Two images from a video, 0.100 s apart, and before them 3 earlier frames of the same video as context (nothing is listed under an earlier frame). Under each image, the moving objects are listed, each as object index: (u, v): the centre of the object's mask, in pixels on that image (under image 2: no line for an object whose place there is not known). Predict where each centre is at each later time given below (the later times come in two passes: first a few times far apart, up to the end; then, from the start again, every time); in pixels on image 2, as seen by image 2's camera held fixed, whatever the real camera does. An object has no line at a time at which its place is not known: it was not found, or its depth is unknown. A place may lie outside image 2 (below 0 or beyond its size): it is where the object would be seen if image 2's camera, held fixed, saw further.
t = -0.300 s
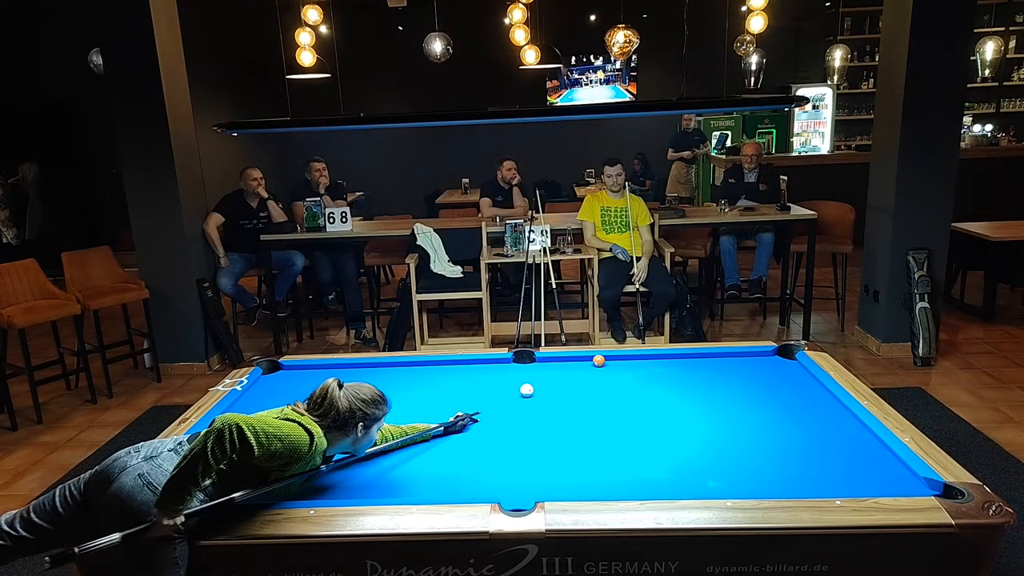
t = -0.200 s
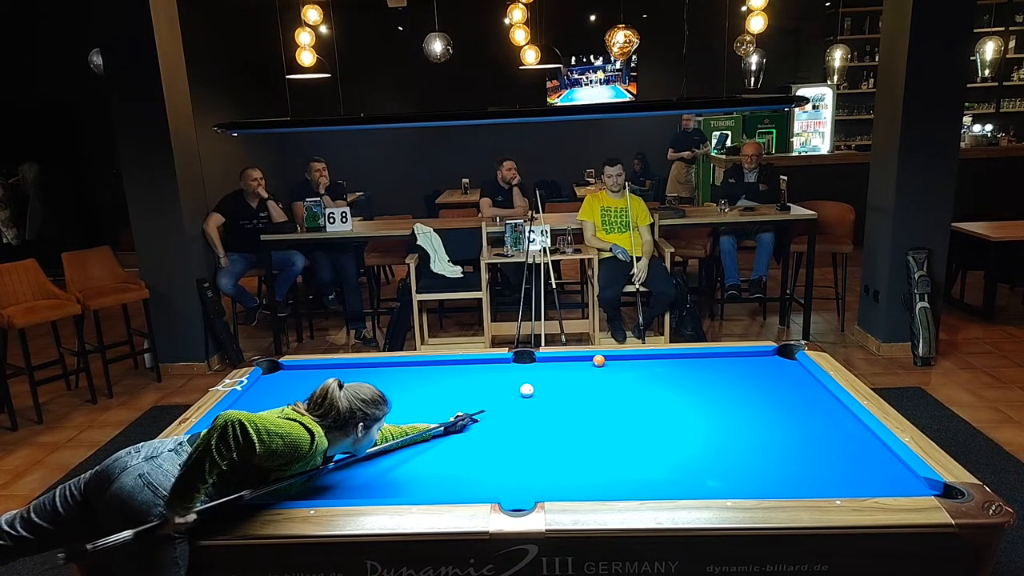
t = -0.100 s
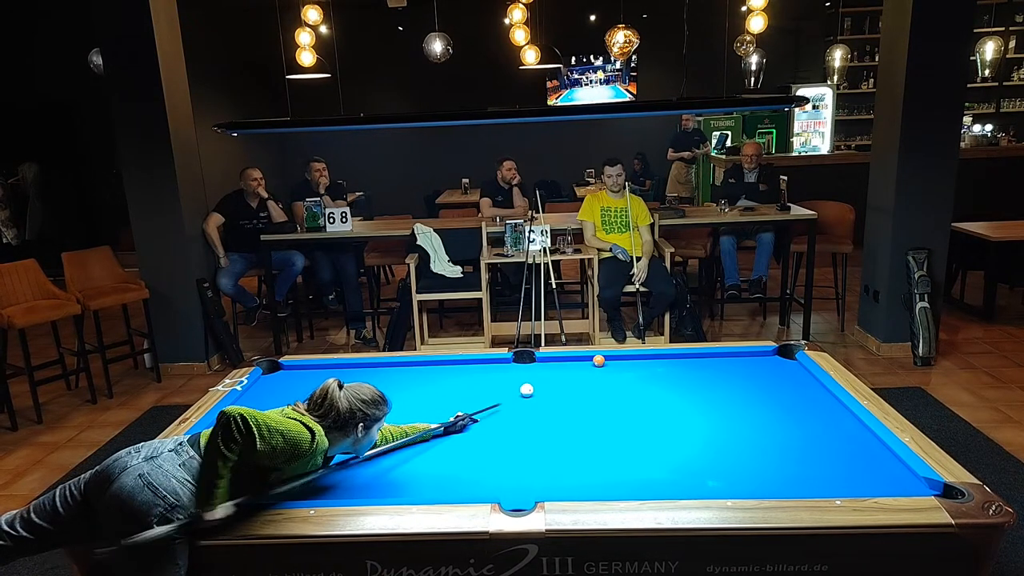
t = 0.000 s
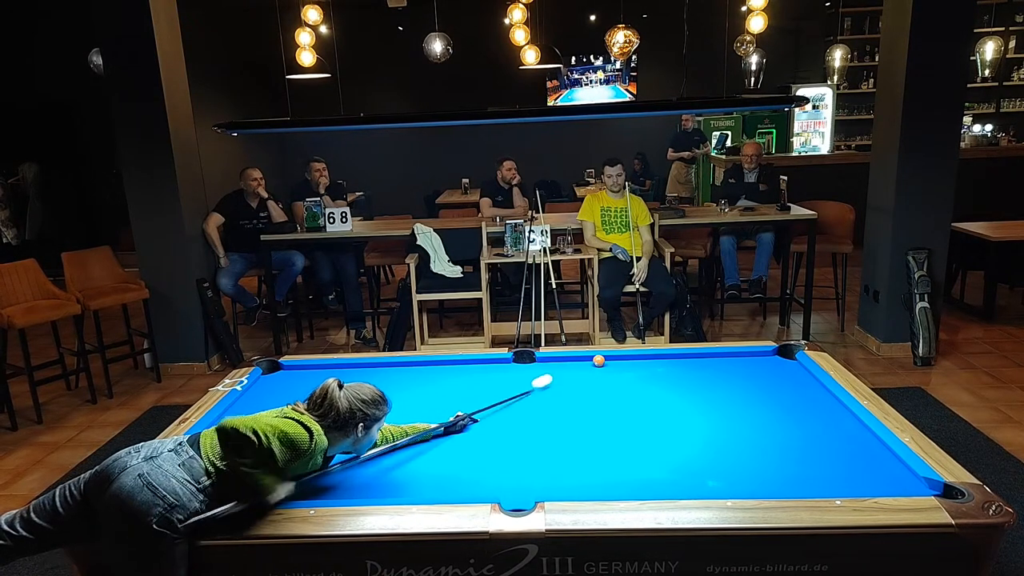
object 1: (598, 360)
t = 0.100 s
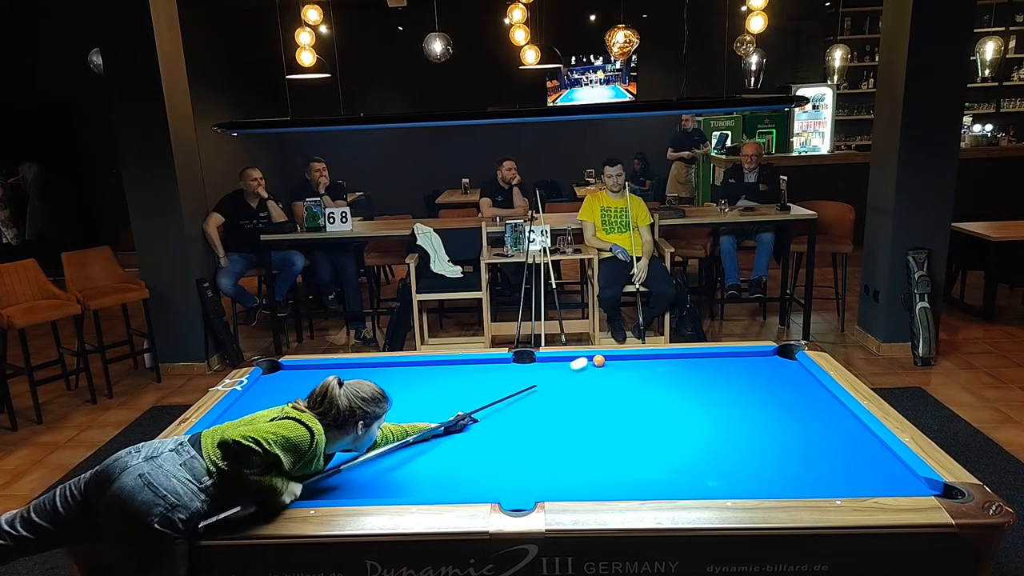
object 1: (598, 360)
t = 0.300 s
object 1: (648, 359)
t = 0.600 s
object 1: (716, 357)
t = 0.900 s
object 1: (785, 356)
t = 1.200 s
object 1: (789, 354)
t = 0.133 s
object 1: (601, 360)
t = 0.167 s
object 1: (611, 360)
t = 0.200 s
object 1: (621, 359)
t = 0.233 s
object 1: (630, 359)
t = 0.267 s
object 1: (639, 359)
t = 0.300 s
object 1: (648, 359)
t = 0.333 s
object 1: (655, 359)
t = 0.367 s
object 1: (663, 358)
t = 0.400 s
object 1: (671, 358)
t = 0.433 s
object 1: (678, 358)
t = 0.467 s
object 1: (686, 358)
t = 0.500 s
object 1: (693, 358)
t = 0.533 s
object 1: (701, 358)
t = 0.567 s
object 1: (709, 357)
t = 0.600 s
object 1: (716, 357)
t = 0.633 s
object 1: (724, 357)
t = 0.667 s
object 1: (731, 357)
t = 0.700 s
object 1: (739, 357)
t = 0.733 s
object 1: (747, 357)
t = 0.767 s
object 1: (754, 356)
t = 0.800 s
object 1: (762, 356)
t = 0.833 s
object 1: (769, 356)
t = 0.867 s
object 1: (777, 356)
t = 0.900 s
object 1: (785, 356)
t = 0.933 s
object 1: (787, 355)
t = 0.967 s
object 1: (783, 354)
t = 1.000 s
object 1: (779, 352)
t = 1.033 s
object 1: (779, 352)
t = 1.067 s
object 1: (781, 353)
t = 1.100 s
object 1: (784, 353)
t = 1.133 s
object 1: (785, 353)
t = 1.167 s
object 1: (787, 354)
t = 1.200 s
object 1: (789, 354)
